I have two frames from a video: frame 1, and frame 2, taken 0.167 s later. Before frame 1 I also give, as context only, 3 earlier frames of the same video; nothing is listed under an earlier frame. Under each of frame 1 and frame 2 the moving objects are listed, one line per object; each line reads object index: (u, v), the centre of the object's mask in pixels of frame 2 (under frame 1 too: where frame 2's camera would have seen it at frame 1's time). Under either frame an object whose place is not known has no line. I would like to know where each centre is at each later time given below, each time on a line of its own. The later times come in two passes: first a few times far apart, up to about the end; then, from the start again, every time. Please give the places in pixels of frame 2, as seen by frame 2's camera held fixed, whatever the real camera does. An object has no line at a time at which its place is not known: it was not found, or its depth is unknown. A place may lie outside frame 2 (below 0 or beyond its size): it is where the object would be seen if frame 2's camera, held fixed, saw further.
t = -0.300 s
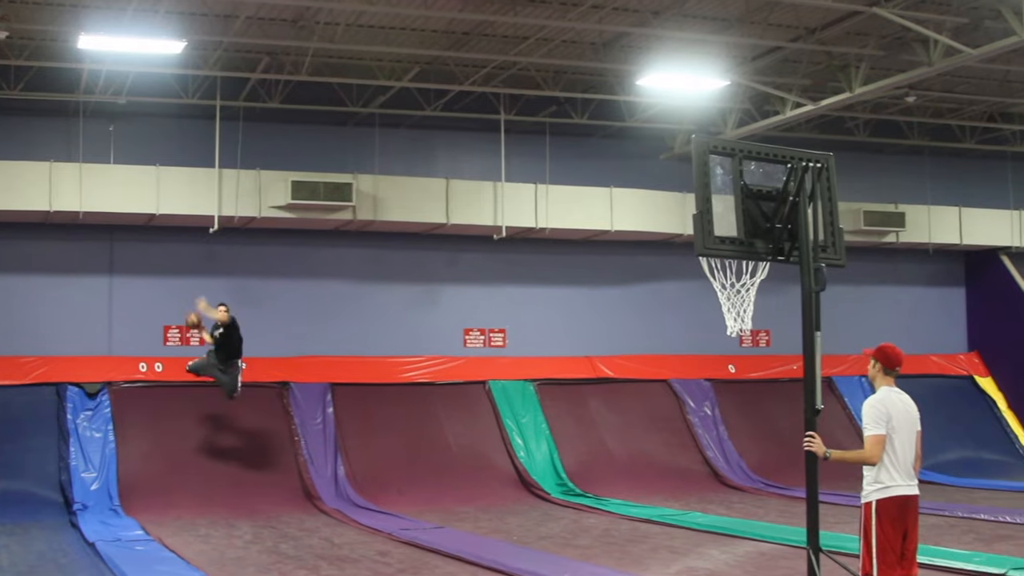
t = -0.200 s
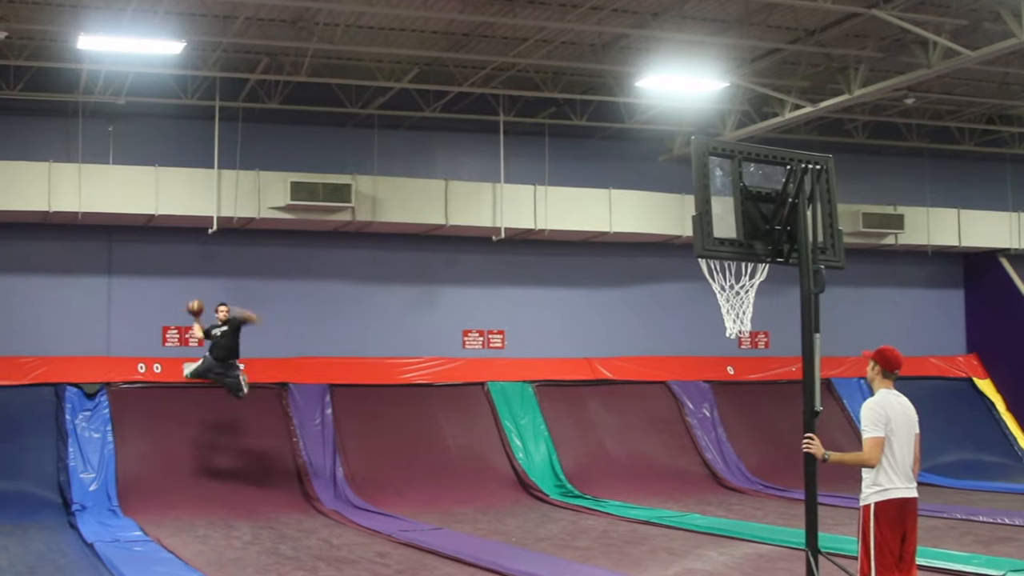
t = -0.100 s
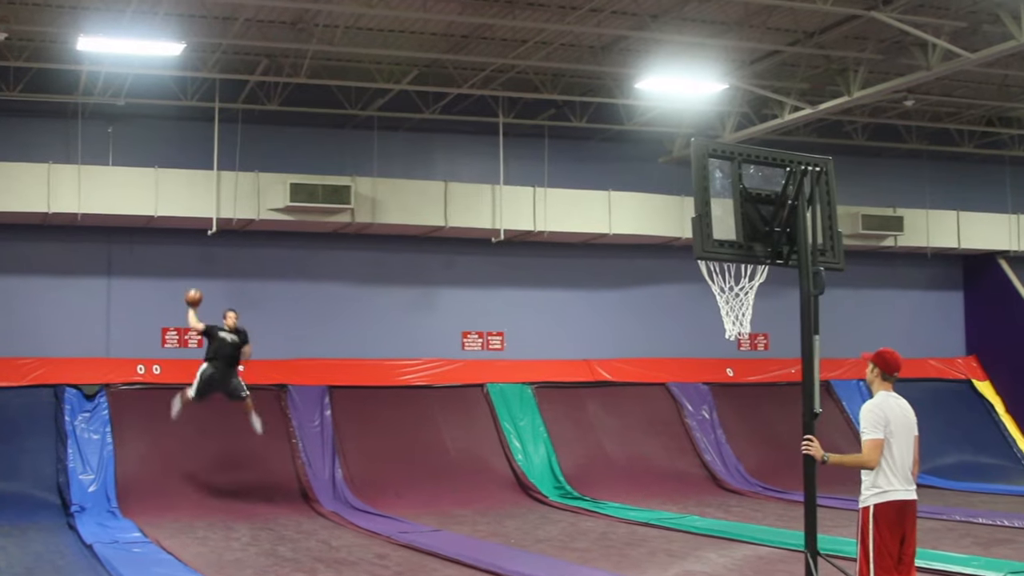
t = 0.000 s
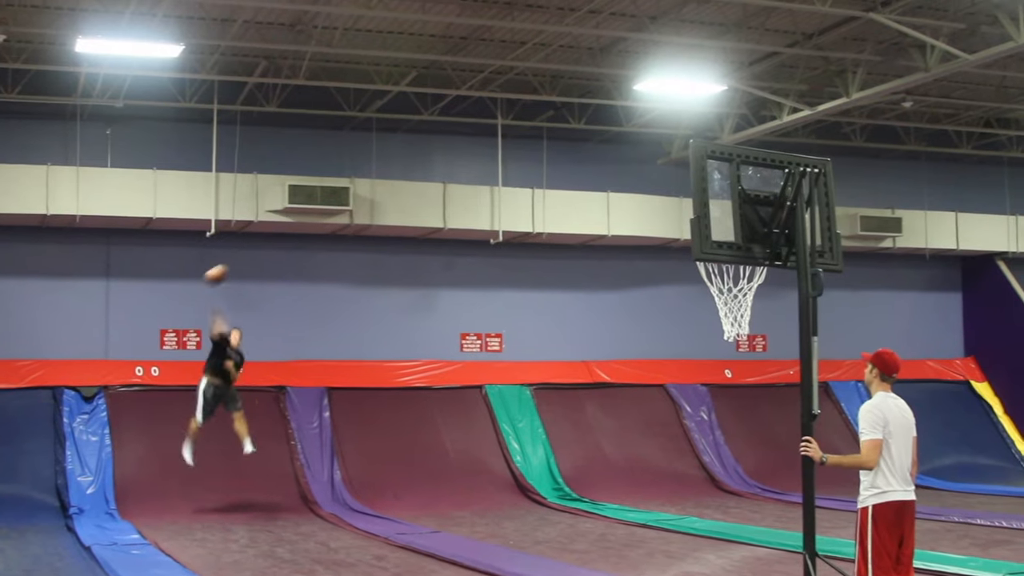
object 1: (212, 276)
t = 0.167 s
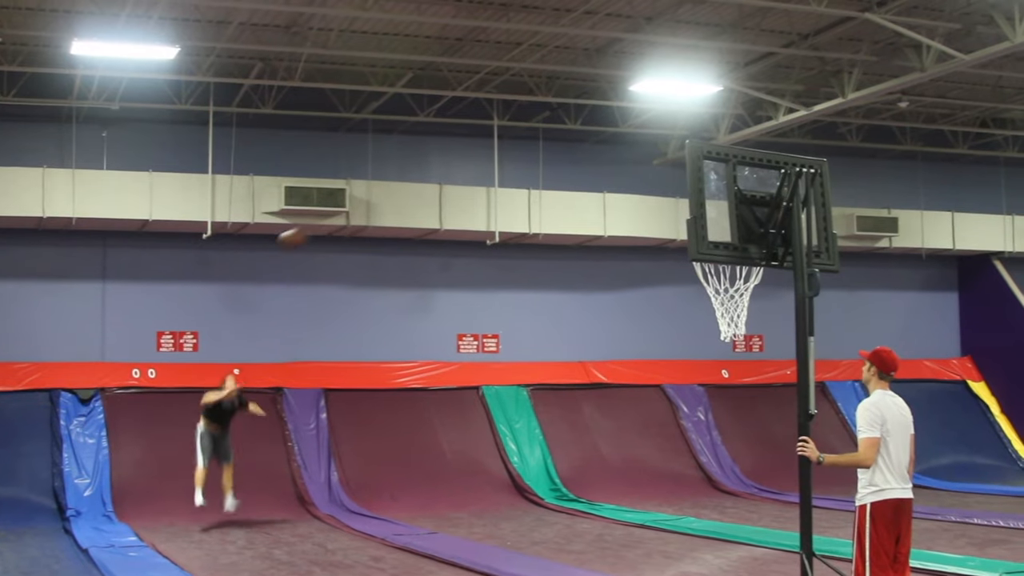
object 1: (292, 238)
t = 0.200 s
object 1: (310, 231)
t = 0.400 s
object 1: (450, 204)
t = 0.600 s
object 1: (648, 208)
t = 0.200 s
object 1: (310, 231)
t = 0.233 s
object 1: (332, 223)
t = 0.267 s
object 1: (353, 220)
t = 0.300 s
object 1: (375, 216)
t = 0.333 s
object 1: (399, 211)
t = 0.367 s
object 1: (424, 207)
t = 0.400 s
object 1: (450, 204)
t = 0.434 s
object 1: (477, 202)
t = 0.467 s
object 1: (507, 200)
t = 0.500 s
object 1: (538, 200)
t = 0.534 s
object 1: (573, 202)
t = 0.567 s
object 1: (608, 202)
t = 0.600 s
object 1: (648, 208)
